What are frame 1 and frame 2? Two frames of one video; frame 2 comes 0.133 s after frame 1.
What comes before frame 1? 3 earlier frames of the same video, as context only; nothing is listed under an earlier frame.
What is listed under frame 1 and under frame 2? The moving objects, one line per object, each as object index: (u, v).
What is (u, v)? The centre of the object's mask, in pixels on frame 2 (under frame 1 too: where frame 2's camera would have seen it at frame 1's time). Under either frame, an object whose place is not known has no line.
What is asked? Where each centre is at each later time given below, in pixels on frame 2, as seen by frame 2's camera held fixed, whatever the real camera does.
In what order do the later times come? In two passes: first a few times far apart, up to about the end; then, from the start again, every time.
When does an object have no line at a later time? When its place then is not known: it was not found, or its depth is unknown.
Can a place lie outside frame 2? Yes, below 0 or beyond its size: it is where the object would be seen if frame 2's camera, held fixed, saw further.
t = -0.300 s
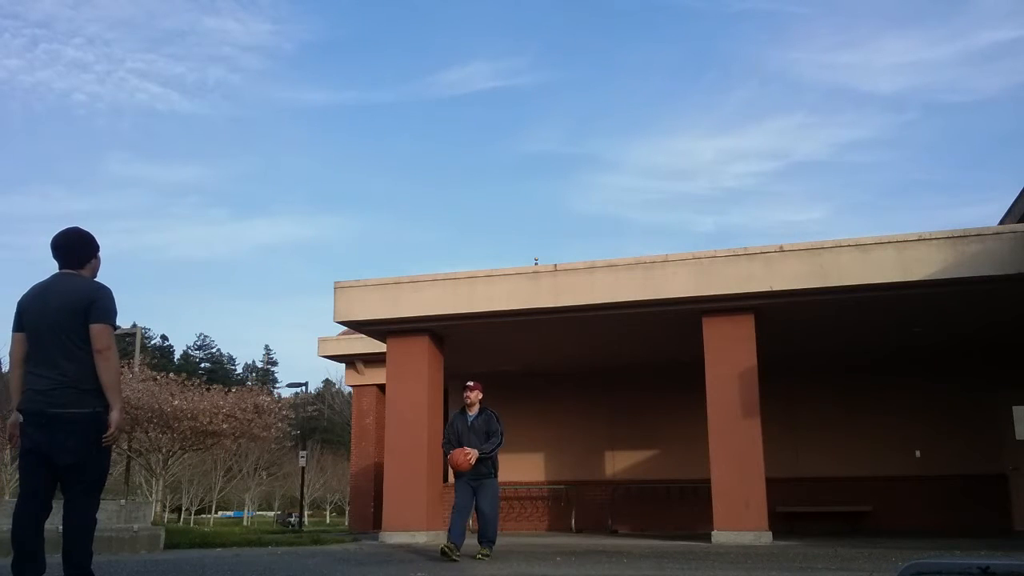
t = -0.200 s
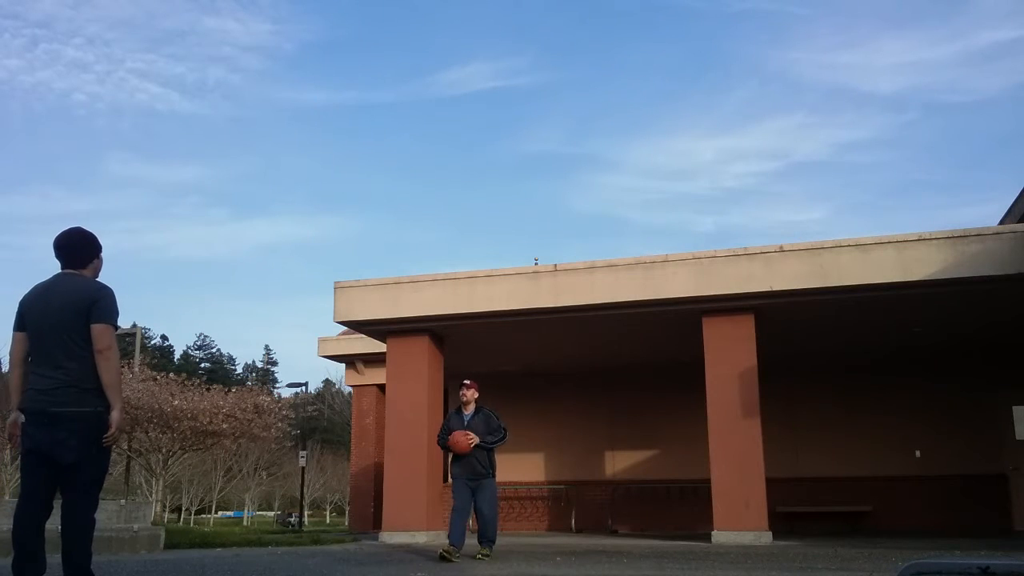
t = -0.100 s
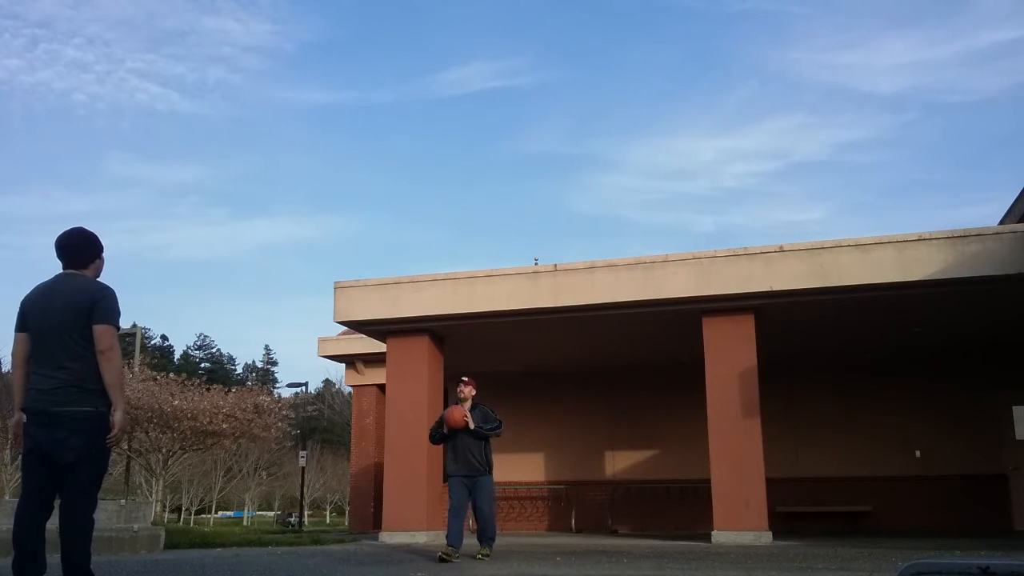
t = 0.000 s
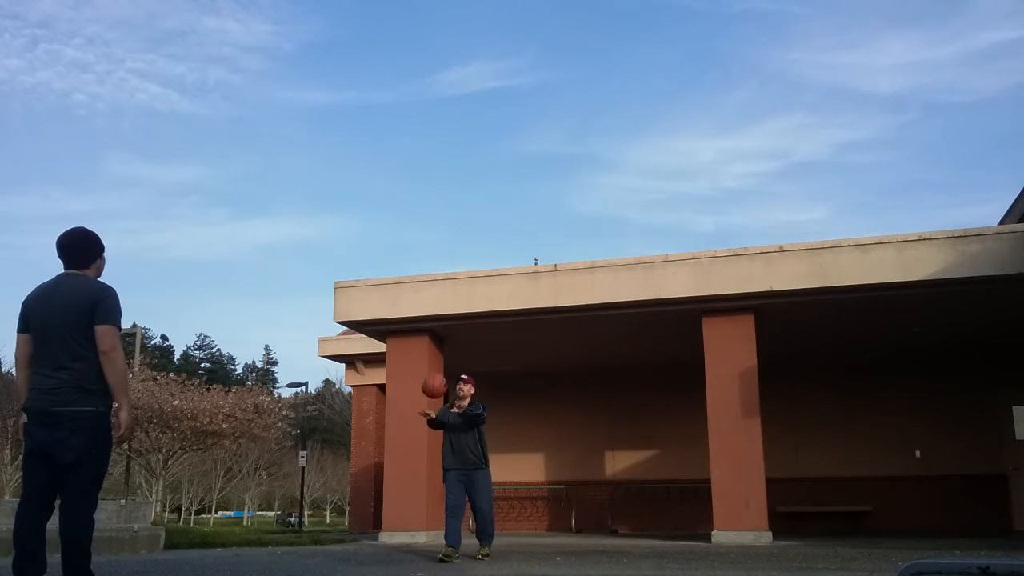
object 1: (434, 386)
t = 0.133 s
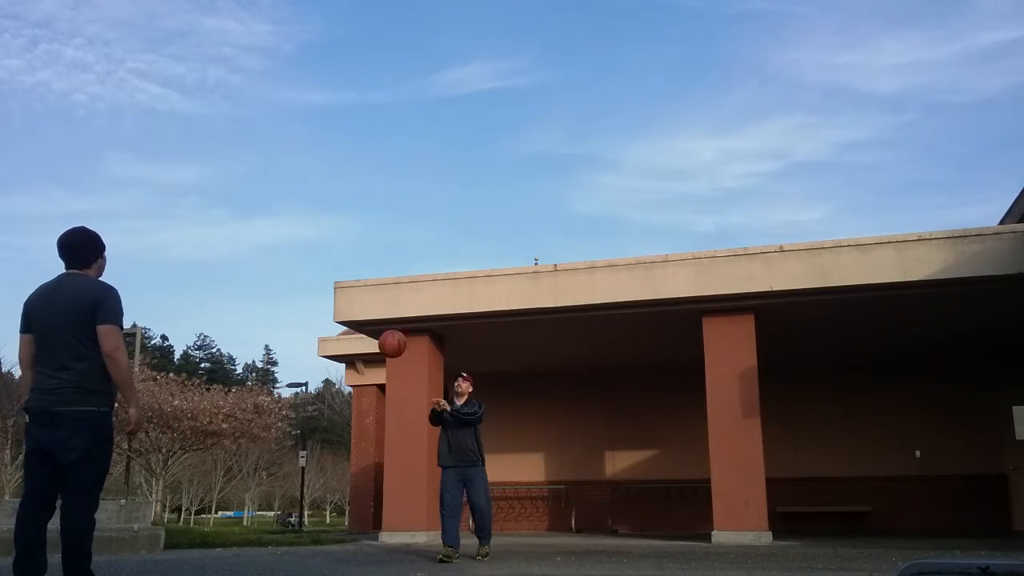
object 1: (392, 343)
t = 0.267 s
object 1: (341, 313)
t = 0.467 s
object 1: (234, 299)
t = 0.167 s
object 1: (380, 335)
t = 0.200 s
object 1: (368, 327)
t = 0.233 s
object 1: (355, 319)
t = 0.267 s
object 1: (341, 313)
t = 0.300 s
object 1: (326, 308)
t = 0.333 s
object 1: (311, 303)
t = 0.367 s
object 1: (294, 300)
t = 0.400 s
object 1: (275, 298)
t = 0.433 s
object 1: (255, 298)
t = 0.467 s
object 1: (234, 299)
